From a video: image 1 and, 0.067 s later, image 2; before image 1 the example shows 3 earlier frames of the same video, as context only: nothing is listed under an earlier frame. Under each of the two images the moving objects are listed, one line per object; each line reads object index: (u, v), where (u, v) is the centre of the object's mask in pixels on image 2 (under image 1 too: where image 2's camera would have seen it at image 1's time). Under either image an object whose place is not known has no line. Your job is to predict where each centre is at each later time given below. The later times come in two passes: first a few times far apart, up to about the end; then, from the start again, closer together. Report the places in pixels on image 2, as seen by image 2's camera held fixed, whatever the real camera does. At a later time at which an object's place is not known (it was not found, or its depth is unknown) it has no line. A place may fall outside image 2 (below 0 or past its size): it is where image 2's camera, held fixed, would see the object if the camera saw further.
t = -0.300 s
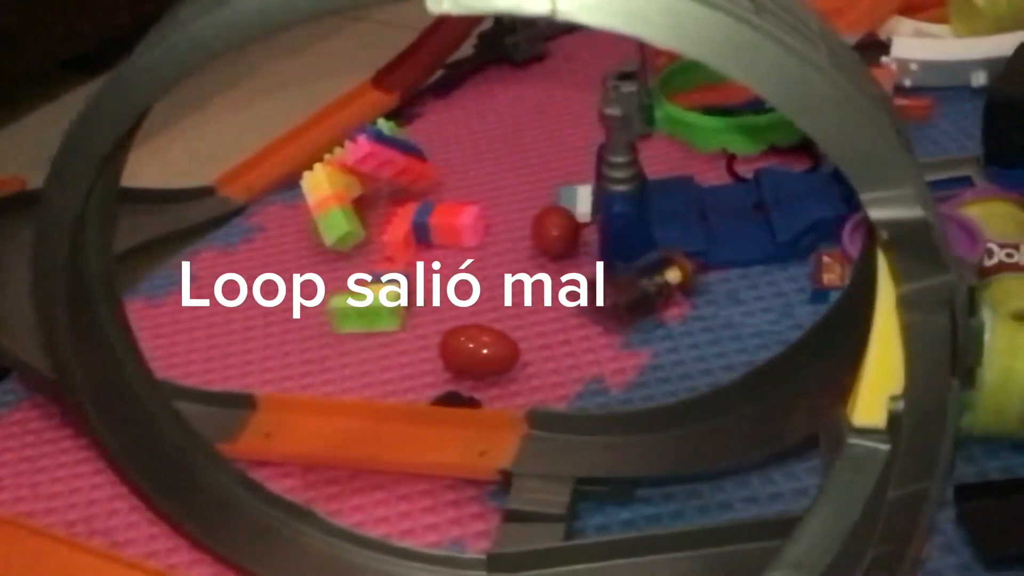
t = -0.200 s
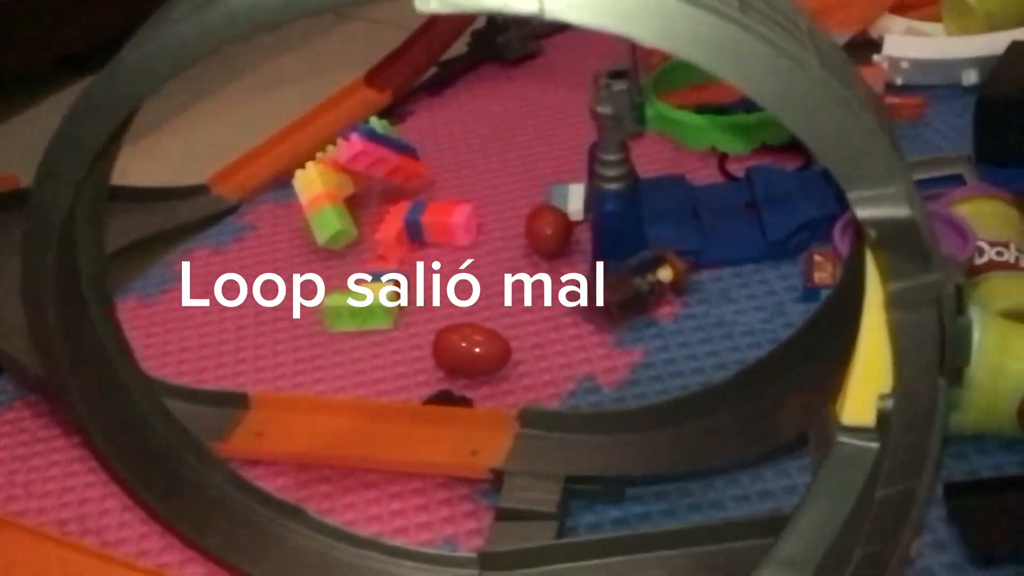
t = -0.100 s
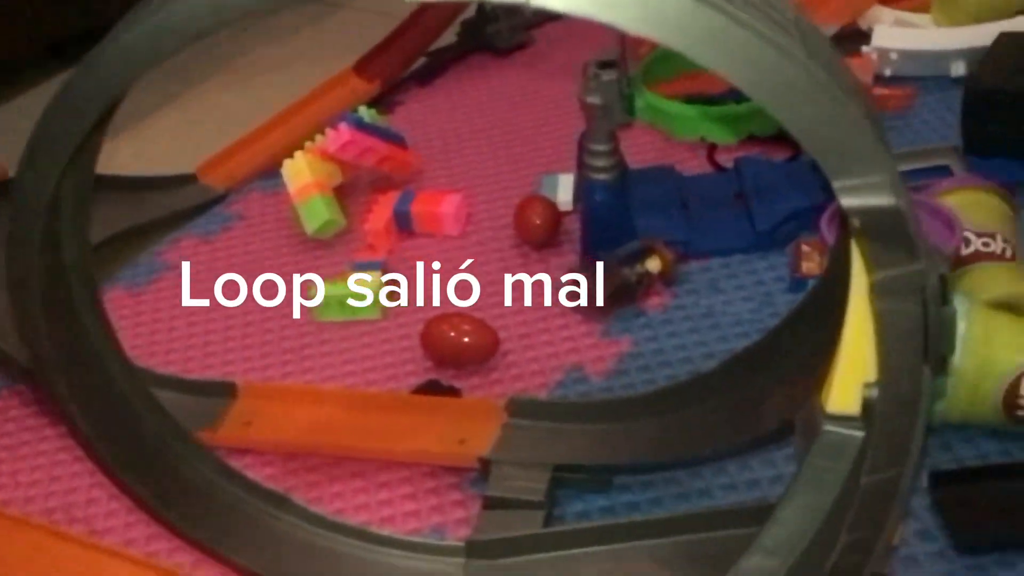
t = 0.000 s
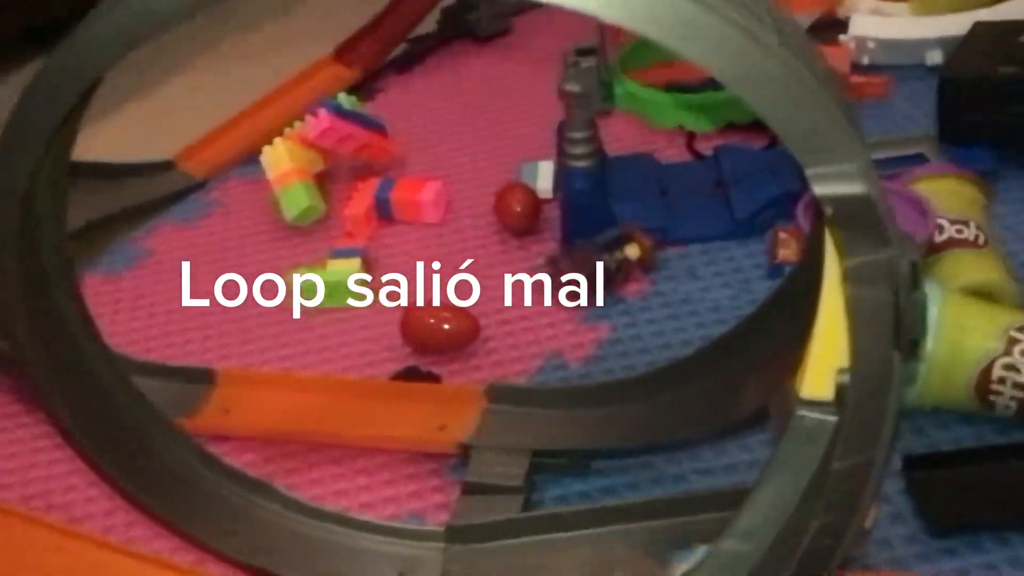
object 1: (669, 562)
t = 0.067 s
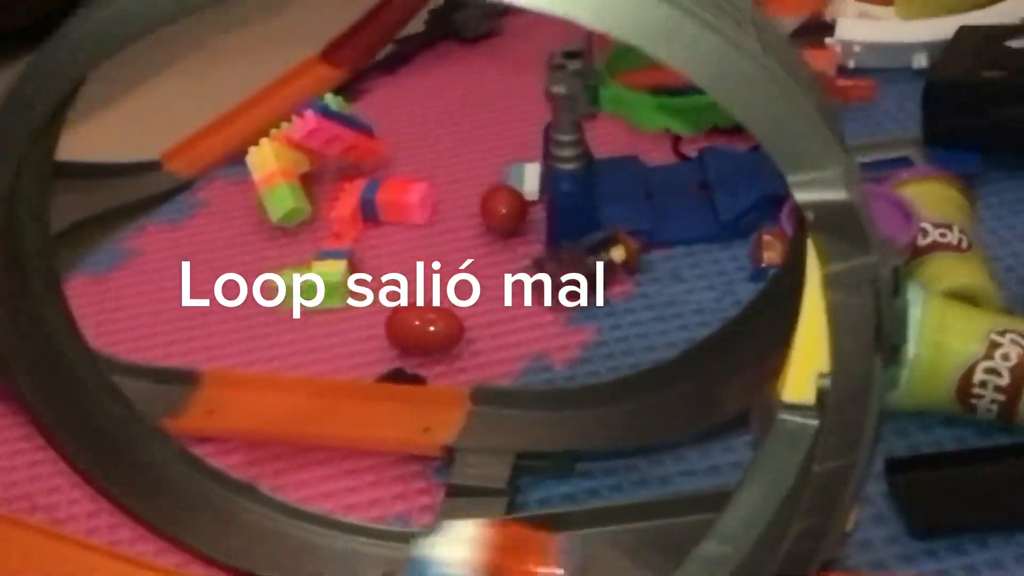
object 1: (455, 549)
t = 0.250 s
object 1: (55, 342)
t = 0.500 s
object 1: (168, 82)
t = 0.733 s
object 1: (532, 165)
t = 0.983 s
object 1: (614, 521)
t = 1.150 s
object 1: (560, 512)
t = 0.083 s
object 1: (396, 547)
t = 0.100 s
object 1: (345, 543)
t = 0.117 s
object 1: (313, 539)
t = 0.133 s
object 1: (263, 527)
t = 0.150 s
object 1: (223, 512)
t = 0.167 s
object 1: (184, 490)
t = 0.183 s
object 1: (145, 463)
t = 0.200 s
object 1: (113, 432)
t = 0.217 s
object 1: (87, 405)
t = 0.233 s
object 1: (68, 374)
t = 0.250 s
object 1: (55, 342)
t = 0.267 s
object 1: (46, 310)
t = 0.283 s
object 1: (45, 255)
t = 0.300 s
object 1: (45, 227)
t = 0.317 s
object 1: (46, 187)
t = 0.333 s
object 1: (49, 163)
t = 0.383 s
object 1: (73, 123)
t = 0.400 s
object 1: (85, 116)
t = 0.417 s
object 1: (97, 109)
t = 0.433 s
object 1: (108, 105)
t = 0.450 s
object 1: (119, 99)
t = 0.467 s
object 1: (133, 94)
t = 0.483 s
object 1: (149, 88)
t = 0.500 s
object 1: (168, 82)
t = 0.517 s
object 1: (188, 75)
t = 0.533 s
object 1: (209, 67)
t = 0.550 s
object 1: (233, 61)
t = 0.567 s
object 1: (253, 56)
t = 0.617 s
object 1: (331, 61)
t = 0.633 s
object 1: (357, 67)
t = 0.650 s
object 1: (396, 82)
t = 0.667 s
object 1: (423, 94)
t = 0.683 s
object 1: (451, 111)
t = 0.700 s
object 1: (477, 127)
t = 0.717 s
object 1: (504, 145)
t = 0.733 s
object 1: (532, 165)
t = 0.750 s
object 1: (557, 186)
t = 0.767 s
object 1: (583, 208)
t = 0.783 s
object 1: (604, 231)
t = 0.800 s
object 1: (627, 256)
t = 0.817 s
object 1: (648, 283)
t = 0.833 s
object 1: (674, 309)
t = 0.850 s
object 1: (698, 339)
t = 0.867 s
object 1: (698, 362)
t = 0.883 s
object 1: (691, 386)
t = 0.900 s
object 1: (680, 407)
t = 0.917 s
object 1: (669, 429)
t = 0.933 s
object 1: (658, 452)
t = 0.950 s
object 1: (646, 474)
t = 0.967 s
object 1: (631, 492)
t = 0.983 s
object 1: (614, 521)
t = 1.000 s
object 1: (604, 522)
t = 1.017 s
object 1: (598, 517)
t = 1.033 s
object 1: (591, 515)
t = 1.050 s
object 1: (586, 513)
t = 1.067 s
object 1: (582, 512)
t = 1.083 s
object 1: (577, 511)
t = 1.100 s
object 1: (573, 510)
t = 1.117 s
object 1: (568, 510)
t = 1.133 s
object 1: (564, 511)
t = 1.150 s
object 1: (560, 512)
